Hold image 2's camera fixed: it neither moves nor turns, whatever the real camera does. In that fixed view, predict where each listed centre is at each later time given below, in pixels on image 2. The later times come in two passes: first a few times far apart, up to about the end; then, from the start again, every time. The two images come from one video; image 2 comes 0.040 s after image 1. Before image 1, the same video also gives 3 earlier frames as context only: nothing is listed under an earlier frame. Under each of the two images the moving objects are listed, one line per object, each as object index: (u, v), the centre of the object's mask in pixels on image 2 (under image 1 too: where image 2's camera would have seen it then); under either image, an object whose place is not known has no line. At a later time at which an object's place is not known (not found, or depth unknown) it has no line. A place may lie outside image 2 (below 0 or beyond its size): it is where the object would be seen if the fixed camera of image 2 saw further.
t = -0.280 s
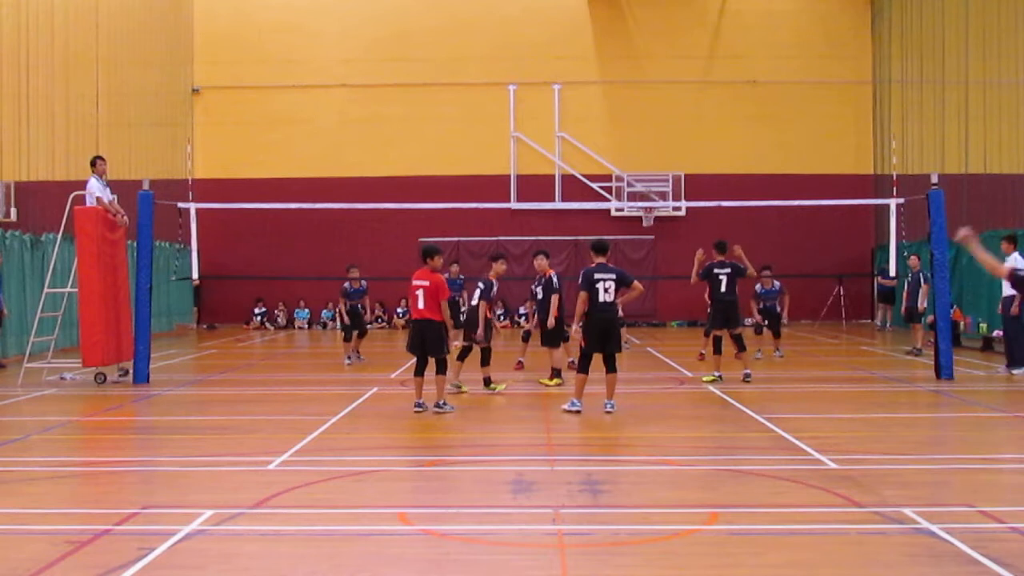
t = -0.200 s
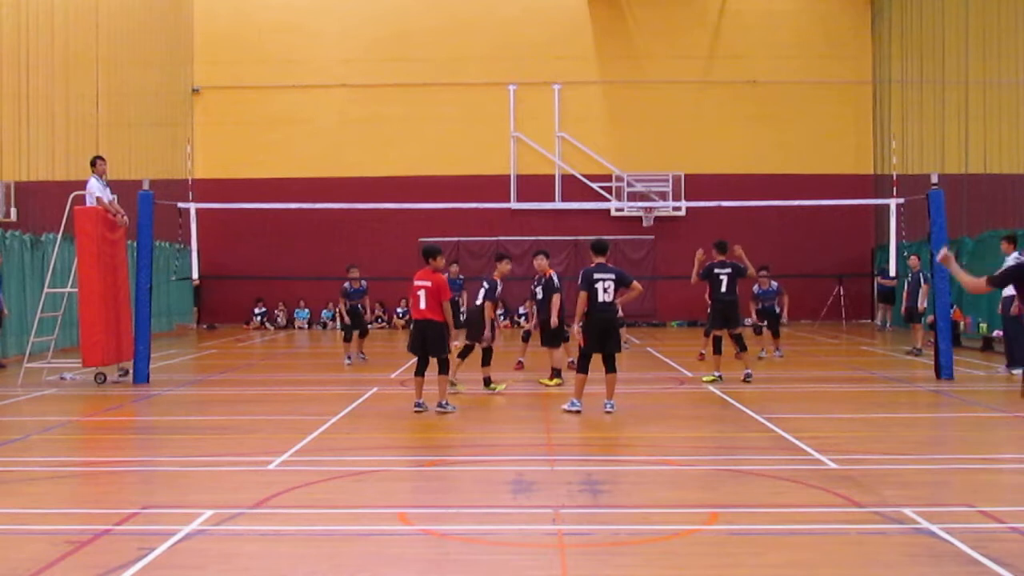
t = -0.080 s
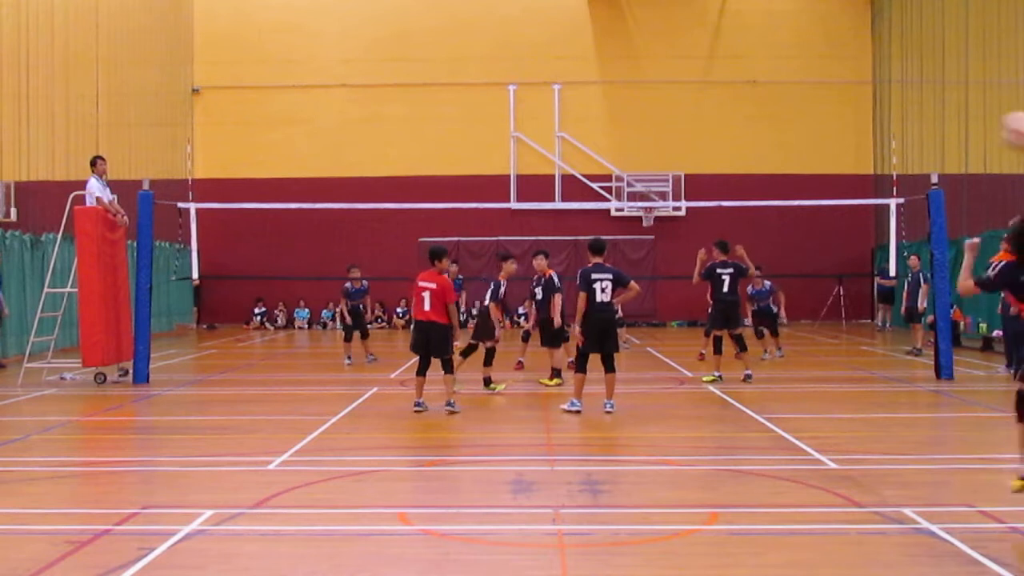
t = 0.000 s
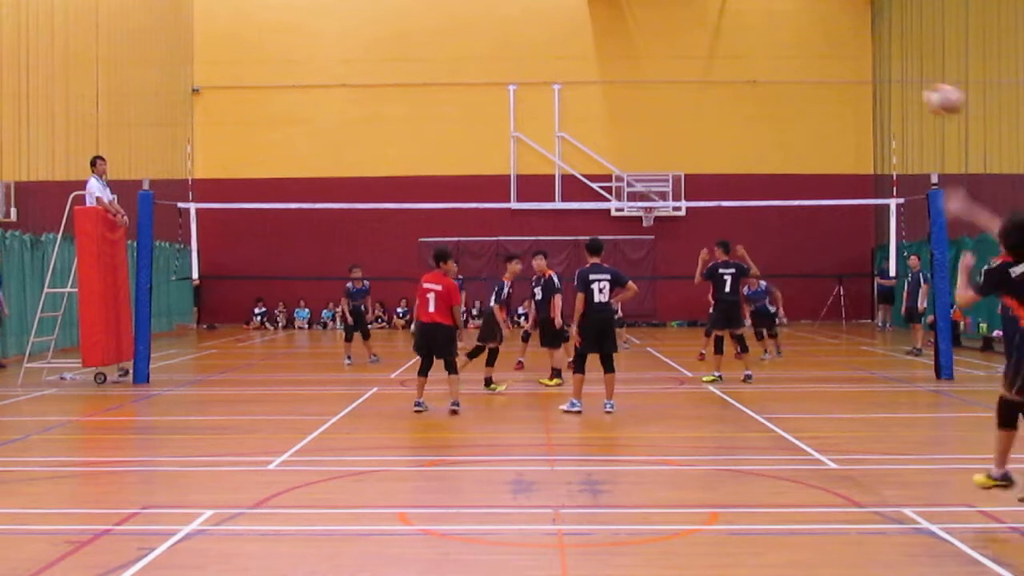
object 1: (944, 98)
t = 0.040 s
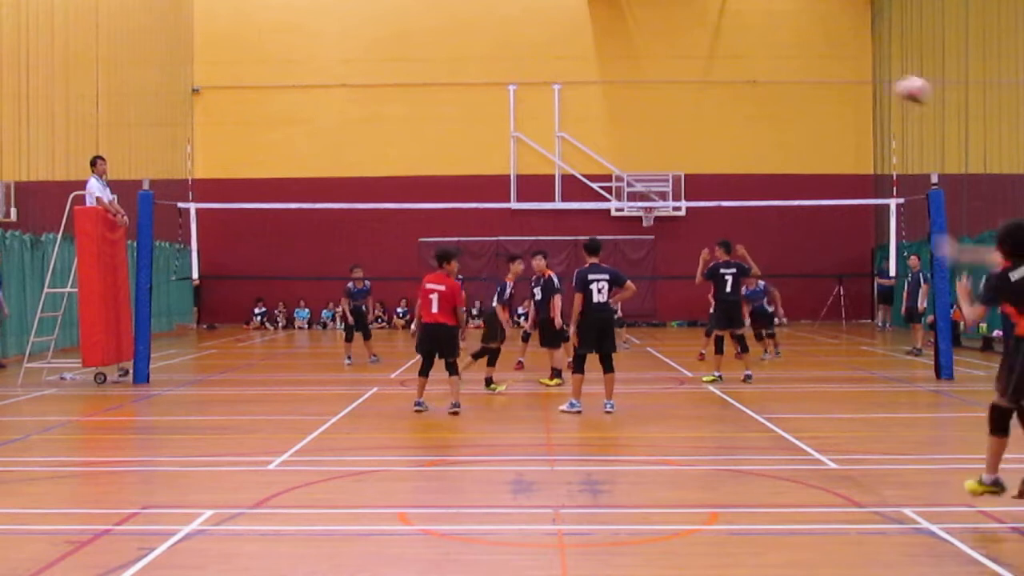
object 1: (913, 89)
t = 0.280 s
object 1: (789, 80)
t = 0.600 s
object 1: (713, 133)
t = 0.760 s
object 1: (690, 175)
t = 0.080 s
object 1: (885, 82)
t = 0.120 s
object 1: (859, 77)
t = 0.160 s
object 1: (839, 75)
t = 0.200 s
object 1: (819, 75)
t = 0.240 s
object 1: (805, 76)
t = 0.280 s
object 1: (789, 80)
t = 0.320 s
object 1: (777, 84)
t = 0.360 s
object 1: (764, 88)
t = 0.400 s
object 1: (755, 94)
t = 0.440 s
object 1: (745, 102)
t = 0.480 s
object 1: (736, 109)
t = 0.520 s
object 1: (728, 117)
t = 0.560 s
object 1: (720, 124)
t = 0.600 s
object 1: (713, 133)
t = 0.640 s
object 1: (707, 143)
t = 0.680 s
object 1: (701, 153)
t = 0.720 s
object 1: (696, 164)
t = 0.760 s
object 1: (690, 175)
